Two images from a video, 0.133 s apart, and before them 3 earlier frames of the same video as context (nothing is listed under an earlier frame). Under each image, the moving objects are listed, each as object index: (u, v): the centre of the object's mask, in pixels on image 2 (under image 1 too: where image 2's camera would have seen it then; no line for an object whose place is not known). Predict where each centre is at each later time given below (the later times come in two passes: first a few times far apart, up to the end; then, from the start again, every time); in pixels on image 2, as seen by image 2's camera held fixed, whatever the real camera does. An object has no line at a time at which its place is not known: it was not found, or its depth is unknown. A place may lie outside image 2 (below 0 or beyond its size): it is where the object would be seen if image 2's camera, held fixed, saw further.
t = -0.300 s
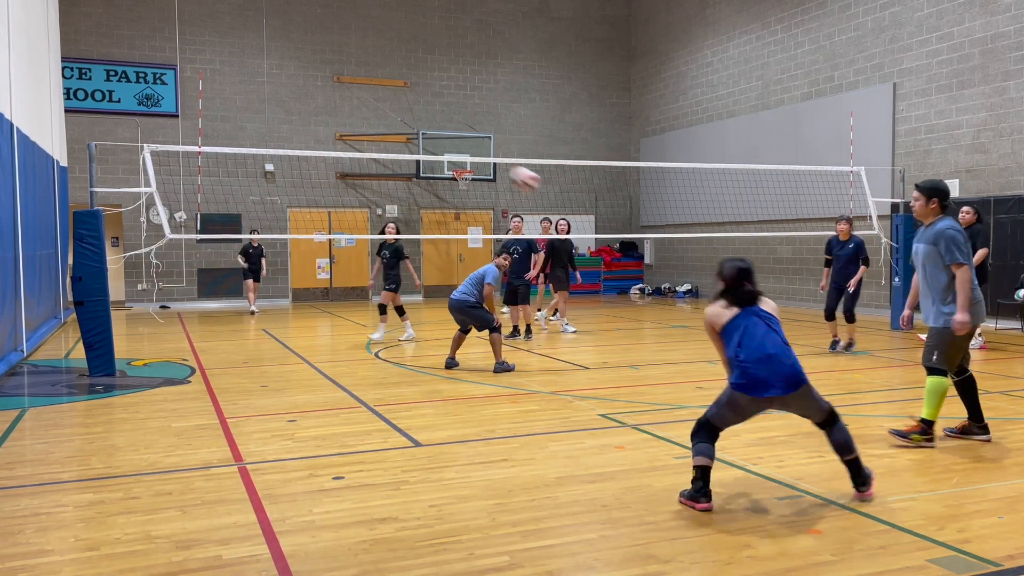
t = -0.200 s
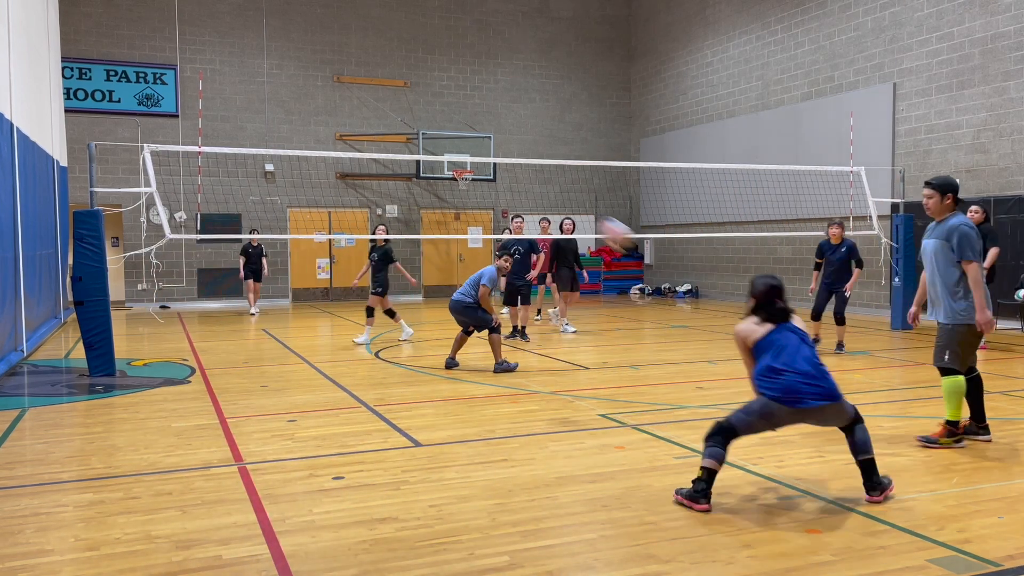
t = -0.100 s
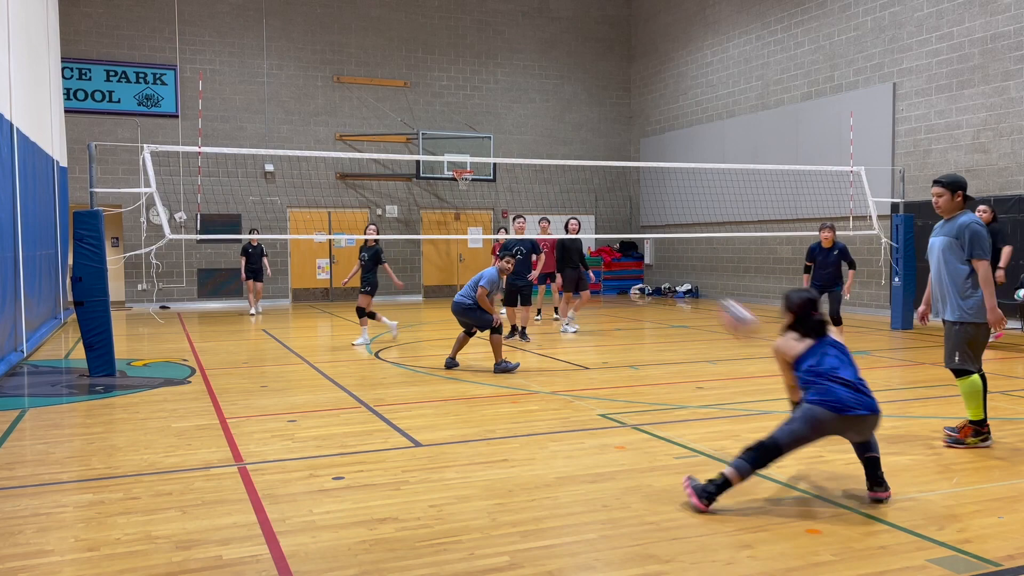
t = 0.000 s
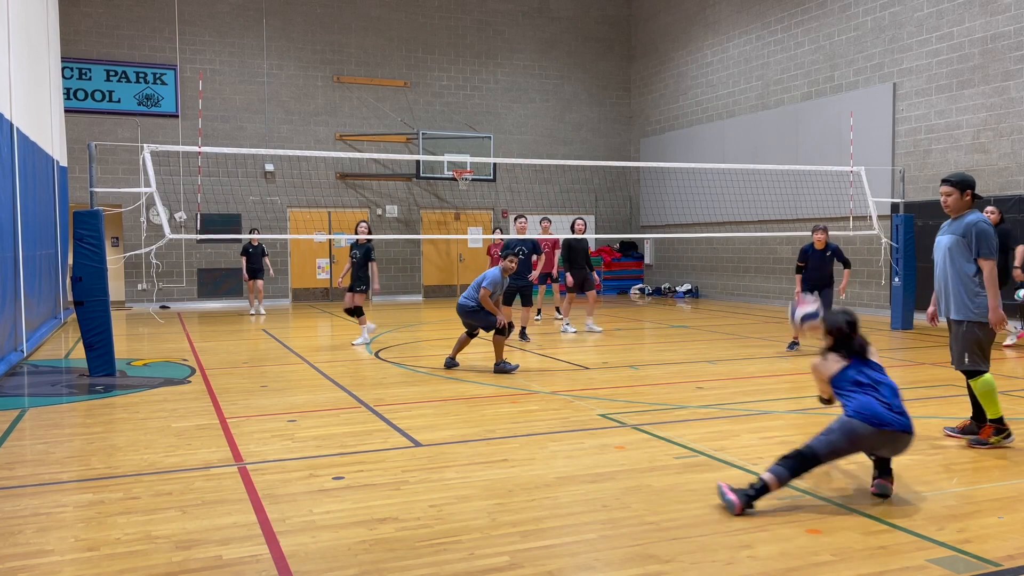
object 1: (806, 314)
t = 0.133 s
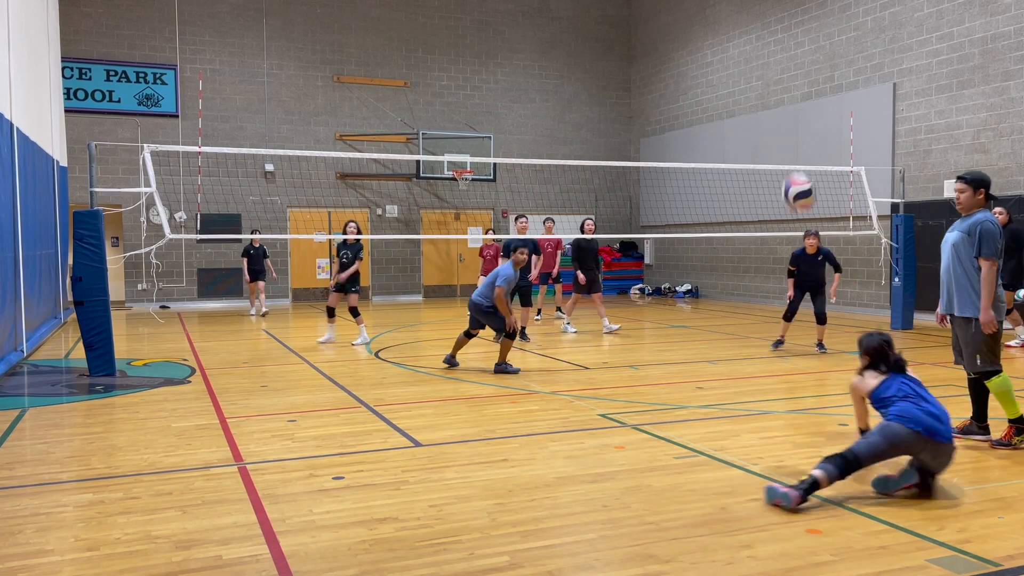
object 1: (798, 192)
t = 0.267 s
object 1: (791, 105)
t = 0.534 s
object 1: (779, 26)
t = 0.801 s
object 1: (768, 49)
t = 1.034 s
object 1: (760, 134)
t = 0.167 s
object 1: (797, 166)
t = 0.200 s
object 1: (795, 143)
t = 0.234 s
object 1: (793, 123)
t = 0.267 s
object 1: (791, 105)
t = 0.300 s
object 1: (790, 89)
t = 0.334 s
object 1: (788, 75)
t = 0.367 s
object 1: (787, 62)
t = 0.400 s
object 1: (785, 52)
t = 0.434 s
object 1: (784, 43)
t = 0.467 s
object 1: (782, 36)
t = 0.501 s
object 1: (781, 31)
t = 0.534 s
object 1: (779, 26)
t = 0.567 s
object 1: (778, 24)
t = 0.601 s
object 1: (776, 24)
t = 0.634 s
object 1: (775, 25)
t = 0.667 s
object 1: (774, 27)
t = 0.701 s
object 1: (773, 30)
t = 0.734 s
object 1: (771, 36)
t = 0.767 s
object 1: (770, 41)
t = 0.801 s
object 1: (768, 49)
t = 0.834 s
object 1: (768, 57)
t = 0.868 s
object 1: (766, 67)
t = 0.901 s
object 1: (765, 79)
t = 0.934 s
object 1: (764, 90)
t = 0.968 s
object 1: (763, 104)
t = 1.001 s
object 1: (761, 118)
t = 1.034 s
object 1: (760, 134)
